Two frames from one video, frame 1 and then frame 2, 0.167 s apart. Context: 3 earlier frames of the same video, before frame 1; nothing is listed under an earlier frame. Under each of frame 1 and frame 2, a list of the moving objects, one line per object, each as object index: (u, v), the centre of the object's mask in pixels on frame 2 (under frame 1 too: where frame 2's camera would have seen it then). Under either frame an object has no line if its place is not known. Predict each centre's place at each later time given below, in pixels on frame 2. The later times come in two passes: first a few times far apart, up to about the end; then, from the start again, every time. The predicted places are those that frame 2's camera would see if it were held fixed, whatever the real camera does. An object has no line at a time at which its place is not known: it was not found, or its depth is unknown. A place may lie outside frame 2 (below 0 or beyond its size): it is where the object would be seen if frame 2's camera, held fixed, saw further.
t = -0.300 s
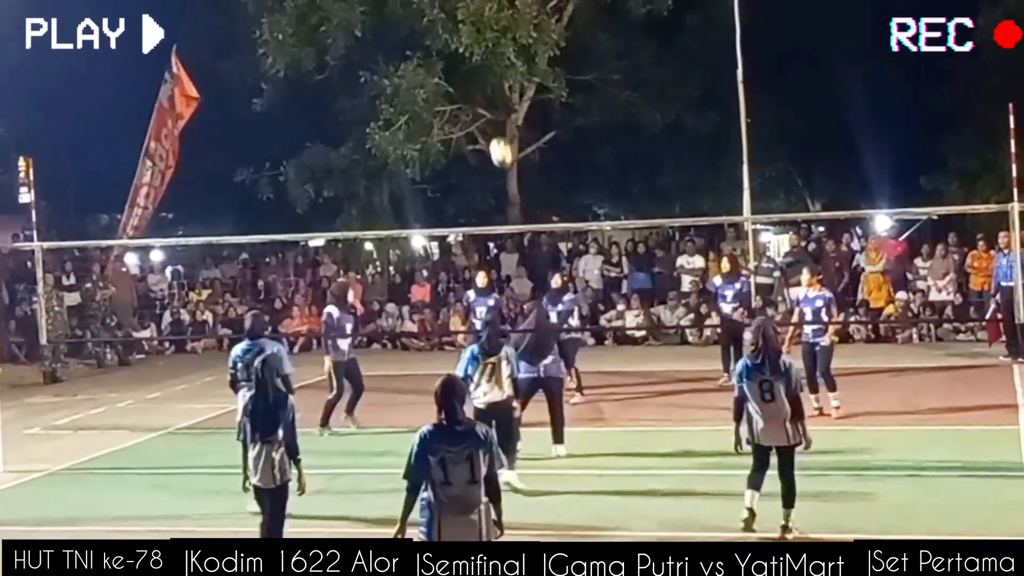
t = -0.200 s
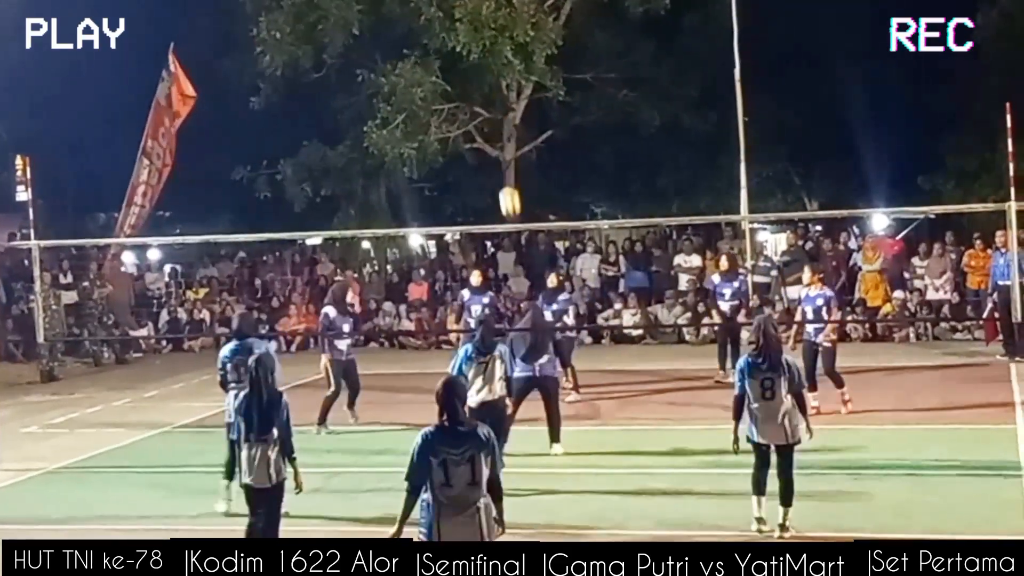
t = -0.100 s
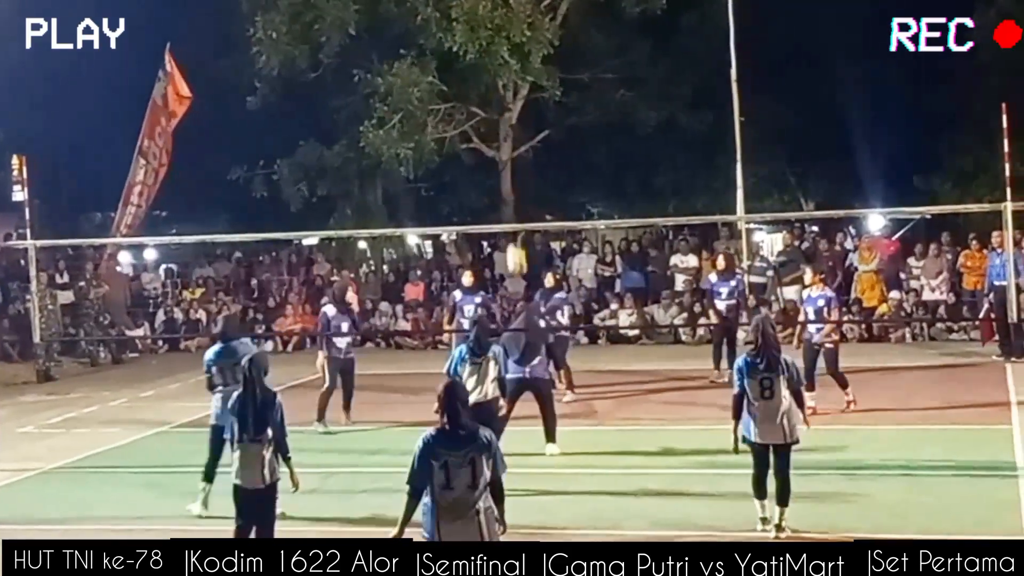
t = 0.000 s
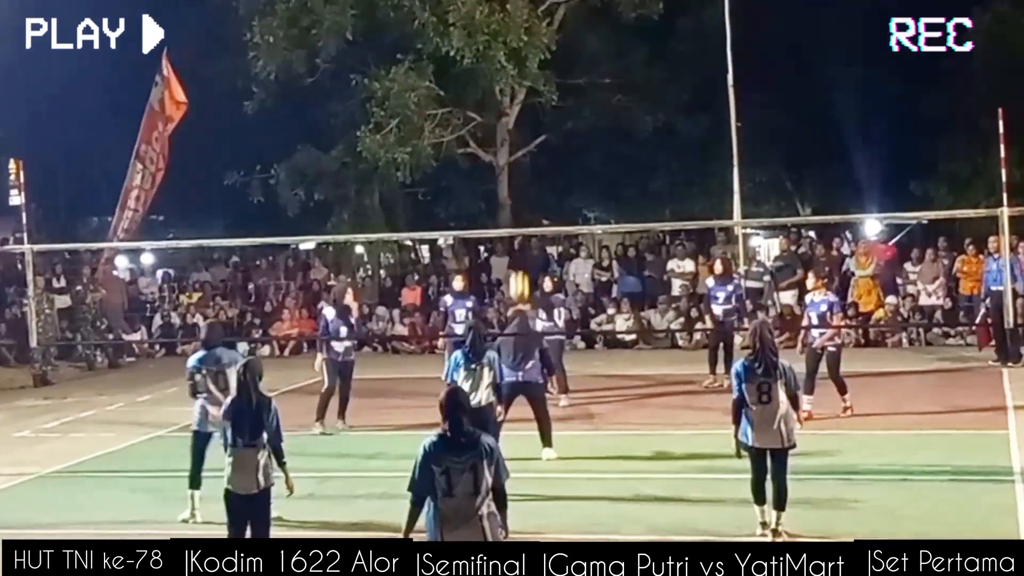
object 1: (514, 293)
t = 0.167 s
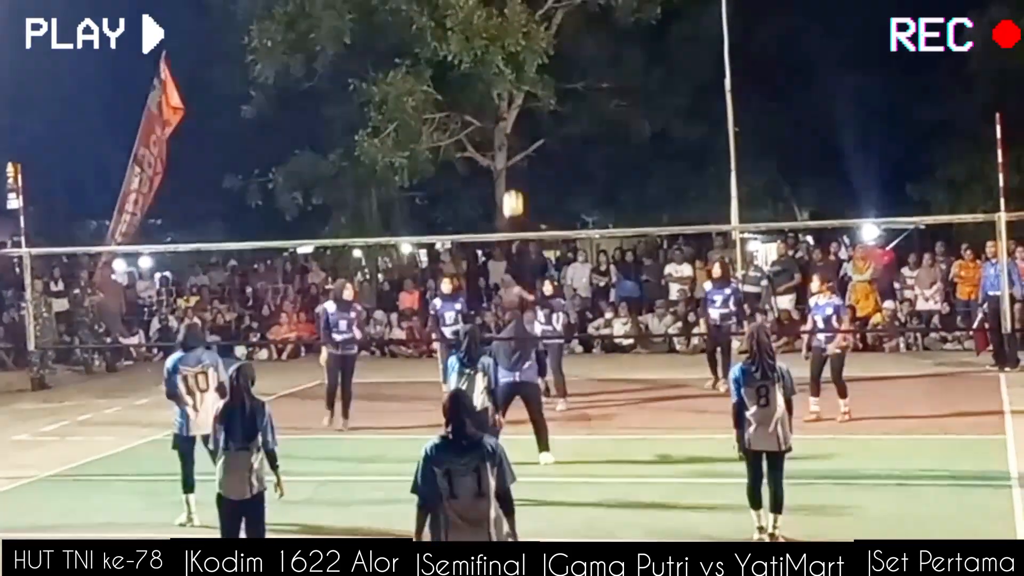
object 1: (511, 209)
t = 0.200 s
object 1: (510, 194)
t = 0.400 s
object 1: (507, 123)
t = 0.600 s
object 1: (506, 82)
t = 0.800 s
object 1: (506, 79)
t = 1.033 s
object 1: (507, 122)
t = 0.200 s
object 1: (510, 194)
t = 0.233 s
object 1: (510, 180)
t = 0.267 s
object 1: (509, 167)
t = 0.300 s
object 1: (509, 155)
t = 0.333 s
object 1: (507, 143)
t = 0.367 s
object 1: (508, 133)
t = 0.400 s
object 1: (507, 123)
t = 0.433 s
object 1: (507, 114)
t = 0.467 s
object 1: (507, 106)
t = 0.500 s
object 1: (507, 100)
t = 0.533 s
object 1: (507, 93)
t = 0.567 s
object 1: (507, 89)
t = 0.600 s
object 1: (506, 82)
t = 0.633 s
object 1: (505, 79)
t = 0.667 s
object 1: (505, 77)
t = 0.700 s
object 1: (505, 76)
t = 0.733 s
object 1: (506, 76)
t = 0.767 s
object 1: (506, 78)
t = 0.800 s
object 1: (506, 79)
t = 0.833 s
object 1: (506, 82)
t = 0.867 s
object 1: (506, 86)
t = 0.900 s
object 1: (506, 91)
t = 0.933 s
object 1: (506, 98)
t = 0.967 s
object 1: (506, 106)
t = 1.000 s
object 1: (507, 114)
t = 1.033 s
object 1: (507, 122)
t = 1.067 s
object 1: (508, 133)
